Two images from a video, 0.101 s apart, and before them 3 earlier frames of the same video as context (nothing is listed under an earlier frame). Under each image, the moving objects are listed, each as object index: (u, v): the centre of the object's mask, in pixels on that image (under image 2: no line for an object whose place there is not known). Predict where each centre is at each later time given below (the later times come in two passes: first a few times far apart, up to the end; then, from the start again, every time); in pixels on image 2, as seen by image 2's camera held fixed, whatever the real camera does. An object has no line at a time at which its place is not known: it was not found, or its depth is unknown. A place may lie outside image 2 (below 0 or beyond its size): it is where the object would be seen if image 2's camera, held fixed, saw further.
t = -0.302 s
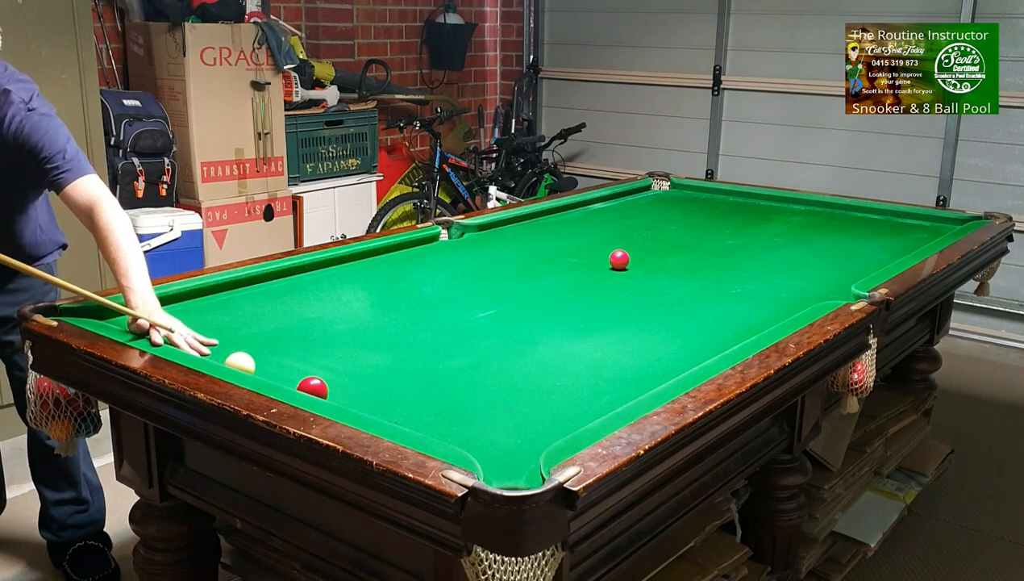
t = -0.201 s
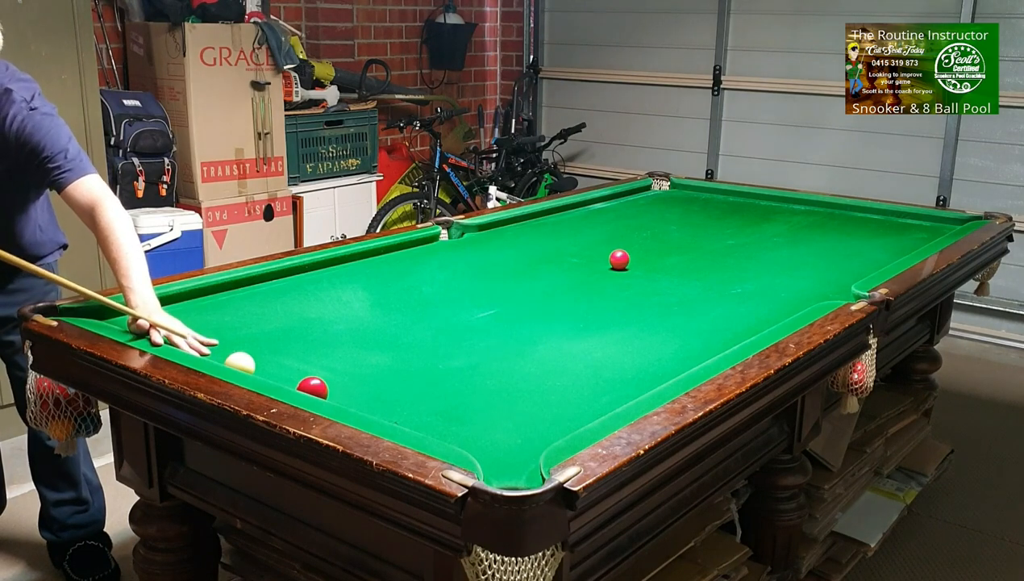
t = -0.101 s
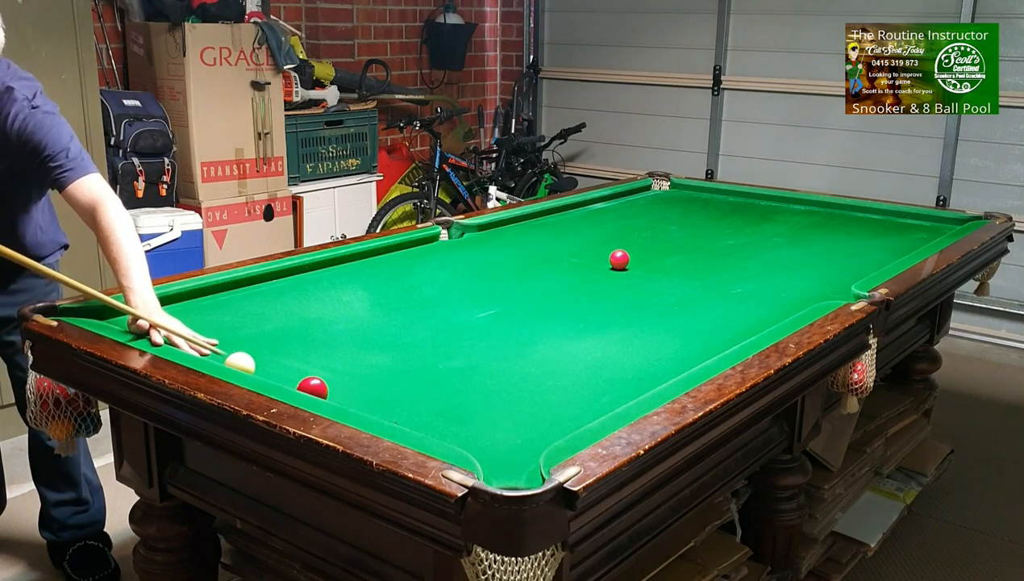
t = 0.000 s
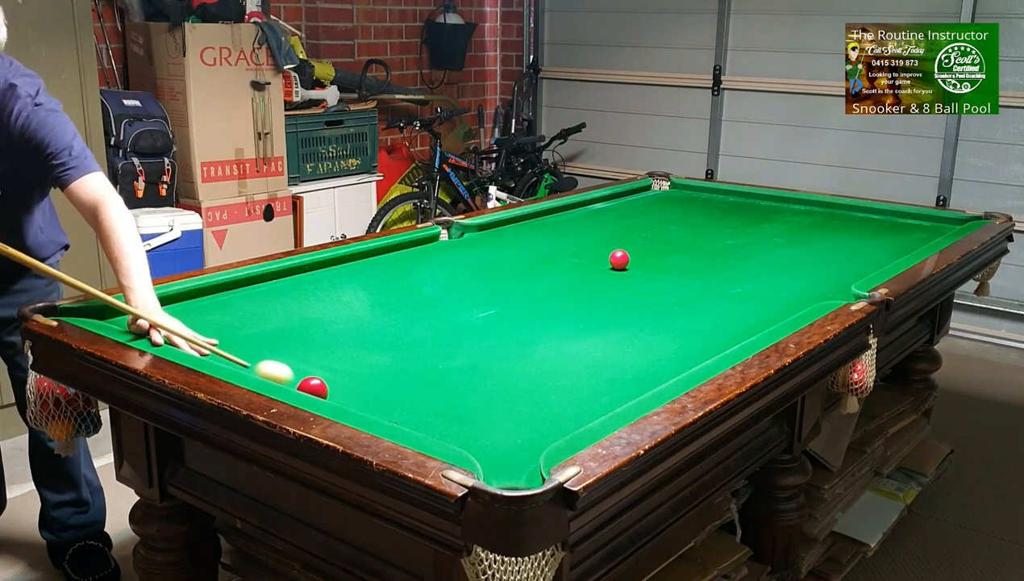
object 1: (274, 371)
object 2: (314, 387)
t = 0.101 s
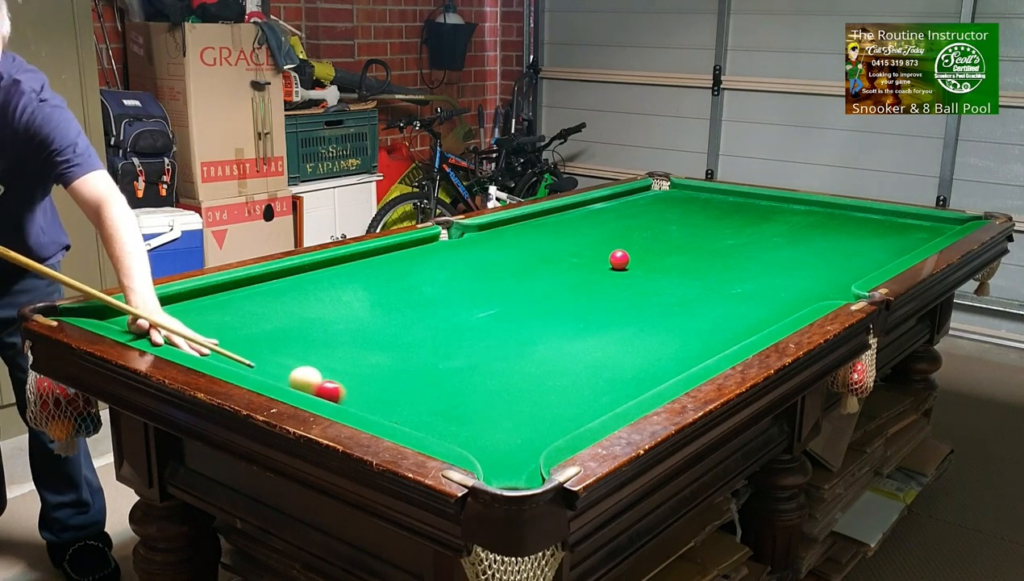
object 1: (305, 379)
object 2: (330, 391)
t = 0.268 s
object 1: (341, 380)
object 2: (375, 403)
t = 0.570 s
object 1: (403, 382)
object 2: (457, 420)
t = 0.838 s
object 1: (453, 382)
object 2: (531, 434)
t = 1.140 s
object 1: (504, 383)
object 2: (528, 424)
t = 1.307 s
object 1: (529, 384)
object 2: (514, 415)
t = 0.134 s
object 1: (313, 380)
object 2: (340, 394)
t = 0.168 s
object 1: (320, 381)
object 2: (348, 396)
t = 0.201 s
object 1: (327, 380)
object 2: (357, 398)
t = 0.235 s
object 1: (334, 381)
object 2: (366, 400)
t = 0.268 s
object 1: (341, 380)
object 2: (375, 403)
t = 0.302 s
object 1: (348, 381)
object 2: (384, 405)
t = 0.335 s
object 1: (356, 381)
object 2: (393, 407)
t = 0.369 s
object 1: (363, 381)
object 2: (402, 409)
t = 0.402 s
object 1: (370, 381)
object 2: (411, 411)
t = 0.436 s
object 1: (377, 381)
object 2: (421, 413)
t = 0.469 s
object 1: (383, 381)
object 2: (430, 415)
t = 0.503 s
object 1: (390, 381)
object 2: (439, 417)
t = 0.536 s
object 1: (397, 381)
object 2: (448, 418)
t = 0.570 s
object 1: (403, 382)
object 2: (457, 420)
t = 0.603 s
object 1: (410, 382)
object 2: (466, 422)
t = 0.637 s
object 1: (416, 382)
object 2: (476, 424)
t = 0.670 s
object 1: (422, 382)
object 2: (485, 425)
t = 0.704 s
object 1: (429, 382)
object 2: (494, 427)
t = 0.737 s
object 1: (435, 382)
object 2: (503, 429)
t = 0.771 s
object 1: (441, 382)
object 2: (512, 430)
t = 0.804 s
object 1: (447, 382)
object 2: (522, 432)
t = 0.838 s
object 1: (453, 382)
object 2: (531, 434)
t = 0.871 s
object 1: (459, 383)
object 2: (540, 435)
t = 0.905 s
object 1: (465, 383)
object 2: (547, 434)
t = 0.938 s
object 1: (471, 383)
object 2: (546, 434)
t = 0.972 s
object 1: (476, 383)
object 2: (543, 433)
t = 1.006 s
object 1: (481, 383)
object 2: (540, 432)
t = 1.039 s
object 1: (487, 383)
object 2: (537, 430)
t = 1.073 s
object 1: (493, 383)
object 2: (534, 428)
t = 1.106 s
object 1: (498, 383)
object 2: (531, 426)
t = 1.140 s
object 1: (504, 383)
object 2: (528, 424)
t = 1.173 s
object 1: (509, 383)
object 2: (525, 422)
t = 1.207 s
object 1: (514, 383)
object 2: (522, 420)
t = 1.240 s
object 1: (519, 384)
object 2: (519, 419)
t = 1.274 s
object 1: (524, 384)
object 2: (517, 416)
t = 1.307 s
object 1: (529, 384)
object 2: (514, 415)
